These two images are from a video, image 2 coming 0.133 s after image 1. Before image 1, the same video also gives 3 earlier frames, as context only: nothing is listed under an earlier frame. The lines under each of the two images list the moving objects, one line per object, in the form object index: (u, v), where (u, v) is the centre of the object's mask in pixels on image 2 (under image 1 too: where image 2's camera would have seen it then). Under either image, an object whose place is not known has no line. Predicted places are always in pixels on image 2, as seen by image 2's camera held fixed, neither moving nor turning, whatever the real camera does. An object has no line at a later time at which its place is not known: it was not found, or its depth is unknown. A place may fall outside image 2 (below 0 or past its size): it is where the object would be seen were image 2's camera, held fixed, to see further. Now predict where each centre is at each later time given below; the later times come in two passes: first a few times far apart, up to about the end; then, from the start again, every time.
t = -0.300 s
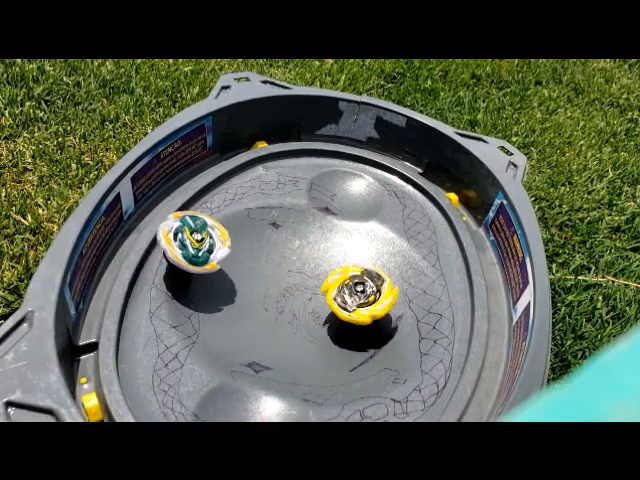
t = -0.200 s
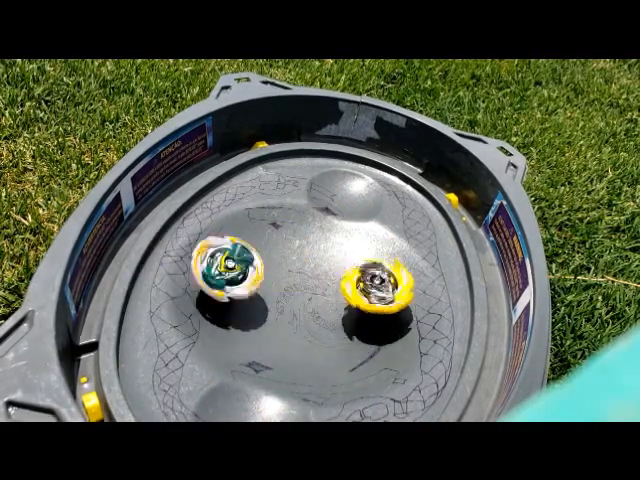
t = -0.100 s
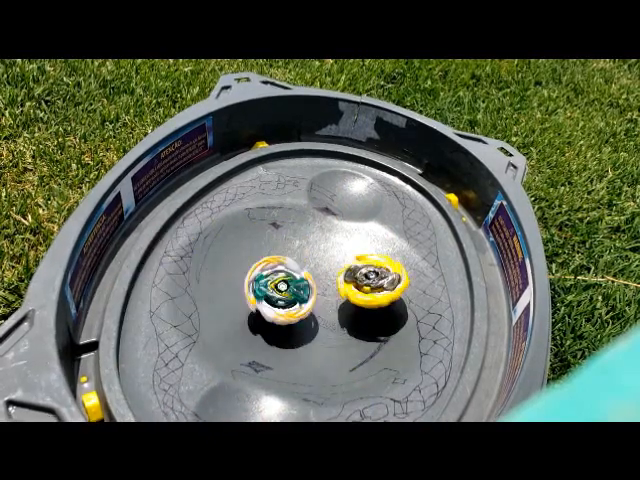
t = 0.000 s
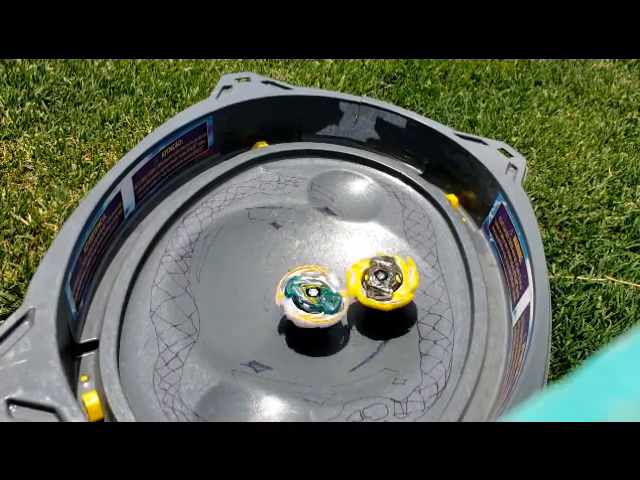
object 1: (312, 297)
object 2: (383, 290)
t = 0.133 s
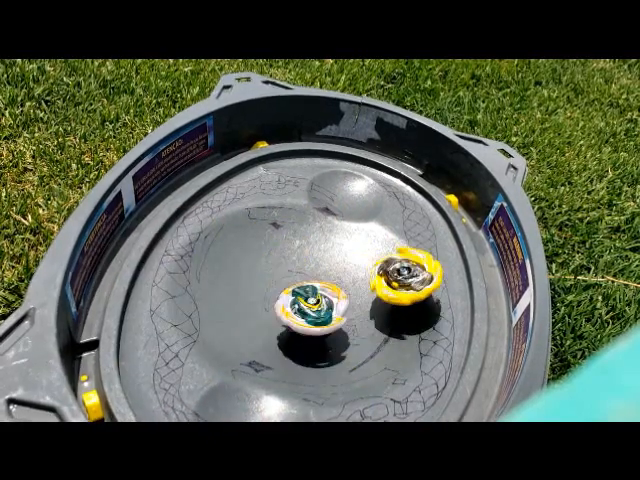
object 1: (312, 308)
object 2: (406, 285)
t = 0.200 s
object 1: (311, 312)
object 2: (403, 286)
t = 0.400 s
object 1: (286, 322)
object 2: (363, 305)
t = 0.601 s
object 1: (239, 318)
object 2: (325, 332)
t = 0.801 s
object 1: (230, 300)
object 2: (324, 347)
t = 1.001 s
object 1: (261, 272)
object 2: (326, 326)
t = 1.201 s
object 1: (336, 257)
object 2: (301, 320)
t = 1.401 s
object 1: (393, 266)
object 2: (299, 329)
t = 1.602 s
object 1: (383, 306)
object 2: (308, 313)
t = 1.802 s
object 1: (292, 328)
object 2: (279, 270)
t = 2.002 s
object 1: (224, 289)
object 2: (268, 258)
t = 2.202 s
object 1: (248, 256)
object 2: (320, 283)
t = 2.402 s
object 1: (323, 273)
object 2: (378, 305)
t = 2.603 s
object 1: (405, 289)
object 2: (400, 343)
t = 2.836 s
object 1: (389, 321)
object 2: (332, 354)
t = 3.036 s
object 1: (322, 323)
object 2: (263, 311)
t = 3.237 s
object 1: (304, 302)
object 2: (268, 243)
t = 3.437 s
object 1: (282, 288)
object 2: (316, 239)
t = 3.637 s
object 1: (287, 291)
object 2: (362, 301)
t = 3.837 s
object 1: (305, 310)
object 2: (359, 367)
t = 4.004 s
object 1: (300, 318)
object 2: (311, 372)
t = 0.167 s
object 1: (311, 311)
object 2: (405, 285)
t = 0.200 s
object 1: (311, 312)
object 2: (403, 286)
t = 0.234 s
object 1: (313, 314)
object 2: (397, 288)
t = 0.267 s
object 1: (313, 316)
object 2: (390, 291)
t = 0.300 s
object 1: (313, 317)
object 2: (382, 295)
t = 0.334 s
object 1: (305, 317)
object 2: (374, 298)
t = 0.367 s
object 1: (295, 320)
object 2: (371, 302)
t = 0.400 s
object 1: (286, 322)
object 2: (363, 305)
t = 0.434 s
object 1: (276, 320)
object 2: (357, 312)
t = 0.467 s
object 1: (270, 321)
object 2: (349, 316)
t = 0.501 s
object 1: (266, 323)
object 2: (340, 319)
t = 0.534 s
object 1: (255, 322)
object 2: (332, 323)
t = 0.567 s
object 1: (246, 320)
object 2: (330, 329)
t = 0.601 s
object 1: (239, 318)
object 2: (325, 332)
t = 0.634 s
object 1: (235, 317)
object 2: (321, 336)
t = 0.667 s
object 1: (234, 315)
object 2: (317, 339)
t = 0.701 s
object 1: (233, 315)
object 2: (317, 341)
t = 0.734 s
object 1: (233, 312)
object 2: (314, 342)
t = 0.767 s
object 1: (231, 305)
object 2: (320, 345)
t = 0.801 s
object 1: (230, 300)
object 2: (324, 347)
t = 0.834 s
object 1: (230, 293)
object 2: (328, 346)
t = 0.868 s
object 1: (234, 288)
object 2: (331, 344)
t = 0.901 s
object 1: (238, 283)
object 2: (331, 341)
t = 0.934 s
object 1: (245, 279)
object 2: (331, 337)
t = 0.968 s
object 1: (253, 274)
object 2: (330, 332)
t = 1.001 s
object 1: (261, 272)
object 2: (326, 326)
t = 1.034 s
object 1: (271, 268)
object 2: (323, 320)
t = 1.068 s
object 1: (281, 263)
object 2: (319, 313)
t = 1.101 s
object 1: (293, 258)
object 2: (311, 309)
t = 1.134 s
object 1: (308, 256)
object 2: (306, 311)
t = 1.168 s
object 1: (323, 257)
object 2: (303, 315)
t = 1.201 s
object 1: (336, 257)
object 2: (301, 320)
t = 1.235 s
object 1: (348, 256)
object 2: (298, 322)
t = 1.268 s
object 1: (361, 255)
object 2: (297, 325)
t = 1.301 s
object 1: (371, 256)
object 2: (299, 328)
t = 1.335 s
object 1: (378, 258)
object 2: (297, 329)
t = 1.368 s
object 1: (386, 261)
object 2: (298, 329)
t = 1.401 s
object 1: (393, 266)
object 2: (299, 329)
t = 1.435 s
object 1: (396, 272)
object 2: (301, 329)
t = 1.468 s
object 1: (398, 277)
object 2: (303, 328)
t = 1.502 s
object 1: (398, 285)
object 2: (305, 325)
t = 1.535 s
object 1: (396, 292)
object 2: (305, 321)
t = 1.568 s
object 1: (390, 299)
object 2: (307, 317)
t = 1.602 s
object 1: (383, 306)
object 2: (308, 313)
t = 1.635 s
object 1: (372, 314)
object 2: (306, 308)
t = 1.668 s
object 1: (356, 322)
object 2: (300, 300)
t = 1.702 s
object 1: (343, 326)
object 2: (292, 292)
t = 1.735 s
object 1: (327, 329)
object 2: (286, 283)
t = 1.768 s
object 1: (311, 329)
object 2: (283, 276)
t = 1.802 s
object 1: (292, 328)
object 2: (279, 270)
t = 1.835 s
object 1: (278, 324)
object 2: (273, 264)
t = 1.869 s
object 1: (264, 320)
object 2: (270, 261)
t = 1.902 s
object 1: (251, 313)
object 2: (267, 256)
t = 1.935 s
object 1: (238, 304)
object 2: (266, 256)
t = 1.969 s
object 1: (229, 295)
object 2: (267, 255)
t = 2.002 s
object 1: (224, 289)
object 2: (268, 258)
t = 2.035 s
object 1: (222, 282)
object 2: (273, 260)
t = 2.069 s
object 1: (223, 274)
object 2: (280, 264)
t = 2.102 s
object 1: (225, 267)
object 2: (288, 269)
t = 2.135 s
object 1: (230, 263)
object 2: (298, 271)
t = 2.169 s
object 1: (237, 260)
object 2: (310, 279)
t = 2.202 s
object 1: (248, 256)
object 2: (320, 283)
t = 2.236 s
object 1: (260, 255)
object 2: (332, 286)
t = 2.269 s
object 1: (272, 257)
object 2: (343, 290)
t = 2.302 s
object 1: (284, 261)
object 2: (353, 292)
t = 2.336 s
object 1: (298, 264)
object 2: (364, 296)
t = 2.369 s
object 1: (310, 269)
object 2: (371, 299)
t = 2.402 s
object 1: (323, 273)
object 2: (378, 305)
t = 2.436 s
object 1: (338, 276)
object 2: (385, 312)
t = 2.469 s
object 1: (354, 278)
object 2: (392, 322)
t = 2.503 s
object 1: (369, 279)
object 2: (397, 325)
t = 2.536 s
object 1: (383, 283)
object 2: (400, 336)
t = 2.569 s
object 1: (394, 284)
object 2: (400, 341)
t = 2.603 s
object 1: (405, 289)
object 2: (400, 343)
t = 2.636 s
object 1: (411, 292)
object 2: (394, 347)
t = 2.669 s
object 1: (412, 296)
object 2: (388, 351)
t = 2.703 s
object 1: (412, 299)
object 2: (379, 354)
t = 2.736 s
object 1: (412, 305)
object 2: (368, 355)
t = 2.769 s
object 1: (409, 310)
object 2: (356, 359)
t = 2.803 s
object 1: (401, 315)
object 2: (345, 358)
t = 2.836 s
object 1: (389, 321)
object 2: (332, 354)
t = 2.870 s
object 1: (377, 327)
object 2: (318, 351)
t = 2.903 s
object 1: (367, 324)
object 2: (302, 345)
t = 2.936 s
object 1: (356, 324)
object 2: (289, 339)
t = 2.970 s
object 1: (345, 329)
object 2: (279, 330)
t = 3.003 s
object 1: (332, 325)
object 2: (270, 321)
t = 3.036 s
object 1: (322, 323)
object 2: (263, 311)
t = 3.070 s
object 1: (320, 321)
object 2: (256, 297)
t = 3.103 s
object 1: (318, 318)
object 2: (253, 283)
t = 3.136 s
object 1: (316, 317)
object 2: (255, 271)
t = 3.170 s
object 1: (313, 309)
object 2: (257, 259)
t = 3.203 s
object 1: (309, 306)
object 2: (262, 251)
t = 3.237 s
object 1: (304, 302)
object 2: (268, 243)
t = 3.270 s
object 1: (300, 298)
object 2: (274, 236)
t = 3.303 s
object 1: (295, 295)
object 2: (281, 233)
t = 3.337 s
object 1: (291, 292)
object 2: (290, 231)
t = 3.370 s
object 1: (287, 290)
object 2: (299, 233)
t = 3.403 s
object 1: (284, 289)
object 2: (307, 236)
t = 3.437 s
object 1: (282, 288)
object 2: (316, 239)
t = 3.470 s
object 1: (281, 288)
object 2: (324, 248)
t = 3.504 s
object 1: (281, 288)
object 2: (332, 254)
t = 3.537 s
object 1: (283, 290)
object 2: (340, 262)
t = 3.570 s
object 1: (284, 291)
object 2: (347, 277)
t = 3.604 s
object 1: (285, 290)
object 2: (356, 288)
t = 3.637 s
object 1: (287, 291)
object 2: (362, 301)
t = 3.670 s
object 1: (291, 293)
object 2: (365, 314)
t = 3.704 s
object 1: (295, 295)
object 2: (368, 328)
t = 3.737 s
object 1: (298, 299)
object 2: (368, 341)
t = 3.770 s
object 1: (301, 302)
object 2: (368, 350)
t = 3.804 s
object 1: (304, 307)
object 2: (364, 359)
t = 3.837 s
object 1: (305, 310)
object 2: (359, 367)
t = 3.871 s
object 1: (305, 314)
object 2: (353, 372)
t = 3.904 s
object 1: (304, 317)
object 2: (344, 377)
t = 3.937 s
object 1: (303, 319)
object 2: (335, 378)
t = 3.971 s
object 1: (301, 319)
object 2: (324, 379)
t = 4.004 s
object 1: (300, 318)
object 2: (311, 372)
